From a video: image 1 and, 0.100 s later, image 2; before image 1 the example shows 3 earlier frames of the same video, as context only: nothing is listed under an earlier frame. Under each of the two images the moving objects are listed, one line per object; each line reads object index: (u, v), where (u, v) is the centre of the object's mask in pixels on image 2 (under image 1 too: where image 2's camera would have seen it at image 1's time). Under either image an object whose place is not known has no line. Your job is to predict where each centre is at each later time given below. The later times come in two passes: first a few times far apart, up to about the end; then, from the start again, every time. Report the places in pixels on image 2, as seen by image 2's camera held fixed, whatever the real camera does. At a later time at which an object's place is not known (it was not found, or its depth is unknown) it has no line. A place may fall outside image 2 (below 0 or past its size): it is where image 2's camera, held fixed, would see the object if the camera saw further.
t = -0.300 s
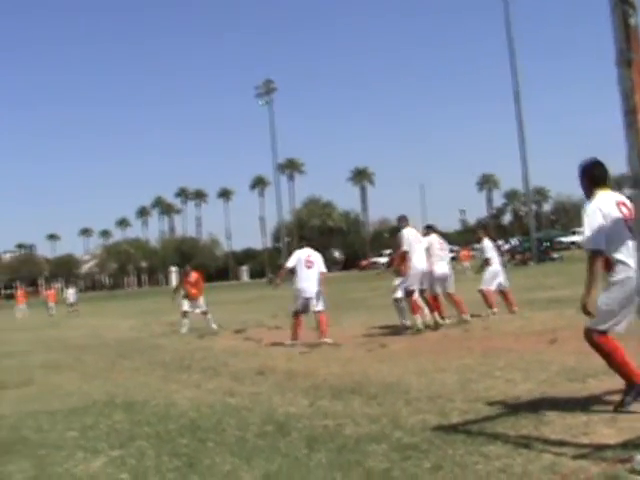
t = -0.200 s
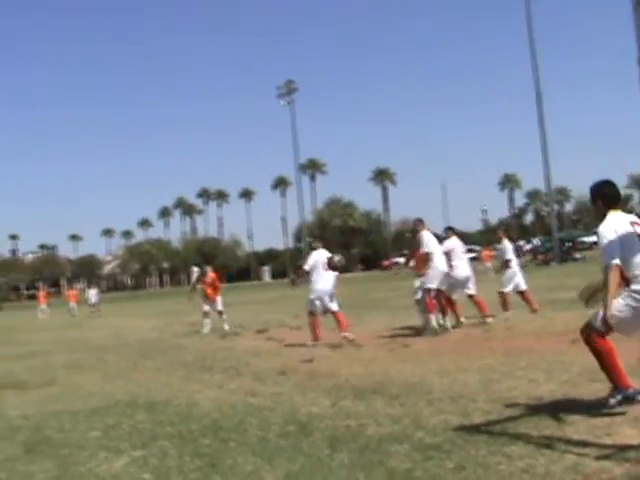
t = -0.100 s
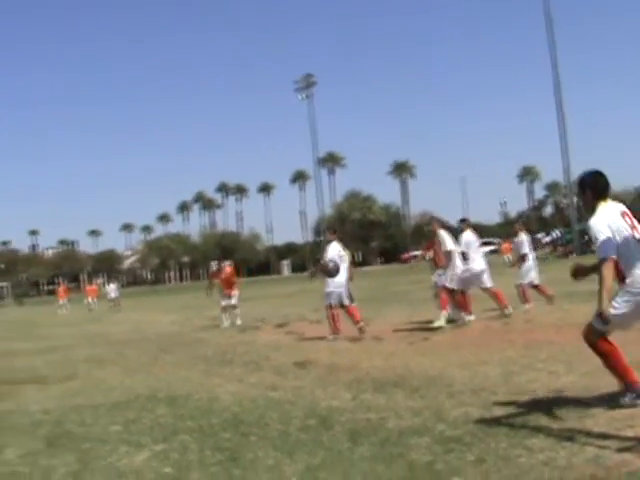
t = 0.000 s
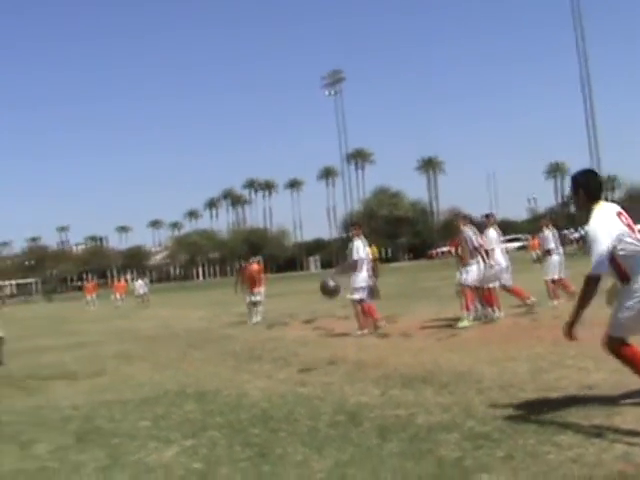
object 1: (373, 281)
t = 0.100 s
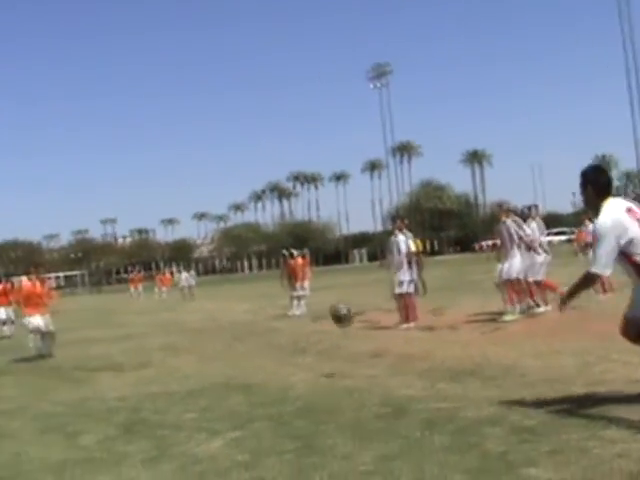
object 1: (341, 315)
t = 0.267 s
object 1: (274, 383)
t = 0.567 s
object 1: (144, 365)
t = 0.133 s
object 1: (329, 329)
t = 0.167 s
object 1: (317, 346)
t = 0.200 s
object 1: (302, 365)
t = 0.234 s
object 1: (287, 381)
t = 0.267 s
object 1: (274, 383)
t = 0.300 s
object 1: (261, 376)
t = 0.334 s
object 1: (247, 370)
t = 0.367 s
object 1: (234, 365)
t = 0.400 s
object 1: (219, 362)
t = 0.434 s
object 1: (204, 360)
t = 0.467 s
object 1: (190, 359)
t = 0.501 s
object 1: (176, 359)
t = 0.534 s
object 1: (160, 362)
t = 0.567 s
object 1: (144, 365)
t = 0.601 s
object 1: (128, 370)
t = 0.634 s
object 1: (113, 377)
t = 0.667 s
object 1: (97, 386)
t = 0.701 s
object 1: (80, 396)
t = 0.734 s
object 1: (62, 408)
